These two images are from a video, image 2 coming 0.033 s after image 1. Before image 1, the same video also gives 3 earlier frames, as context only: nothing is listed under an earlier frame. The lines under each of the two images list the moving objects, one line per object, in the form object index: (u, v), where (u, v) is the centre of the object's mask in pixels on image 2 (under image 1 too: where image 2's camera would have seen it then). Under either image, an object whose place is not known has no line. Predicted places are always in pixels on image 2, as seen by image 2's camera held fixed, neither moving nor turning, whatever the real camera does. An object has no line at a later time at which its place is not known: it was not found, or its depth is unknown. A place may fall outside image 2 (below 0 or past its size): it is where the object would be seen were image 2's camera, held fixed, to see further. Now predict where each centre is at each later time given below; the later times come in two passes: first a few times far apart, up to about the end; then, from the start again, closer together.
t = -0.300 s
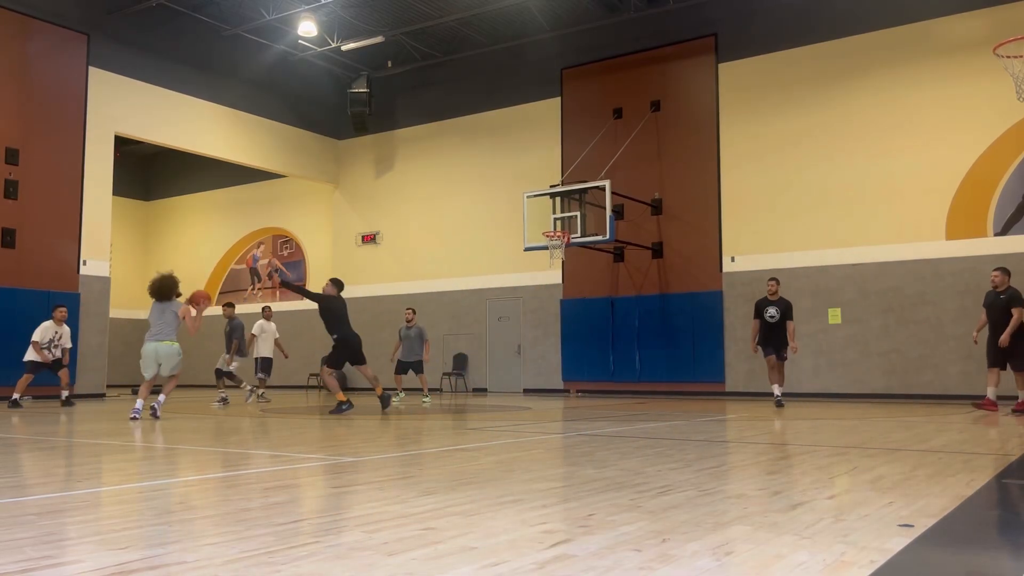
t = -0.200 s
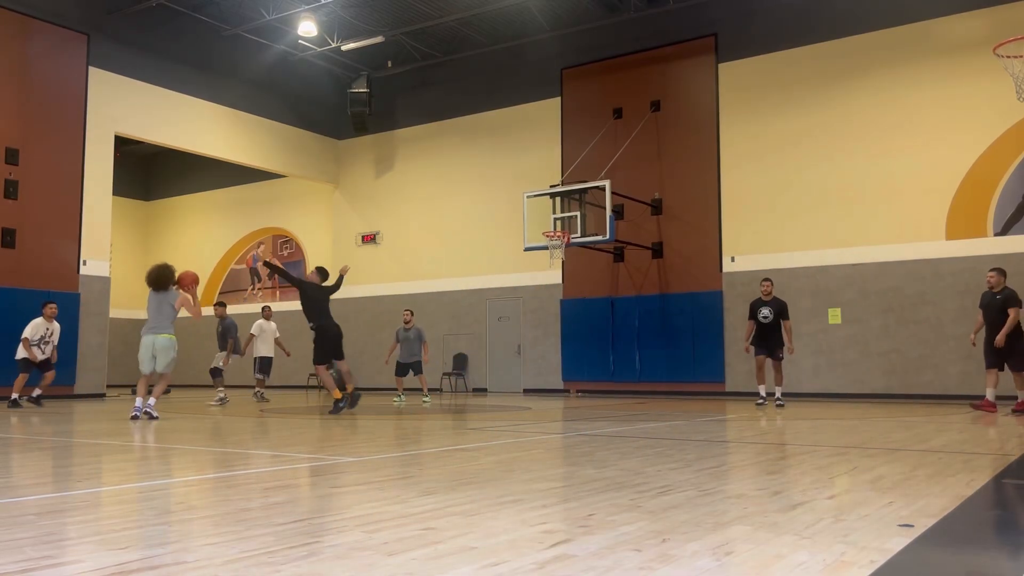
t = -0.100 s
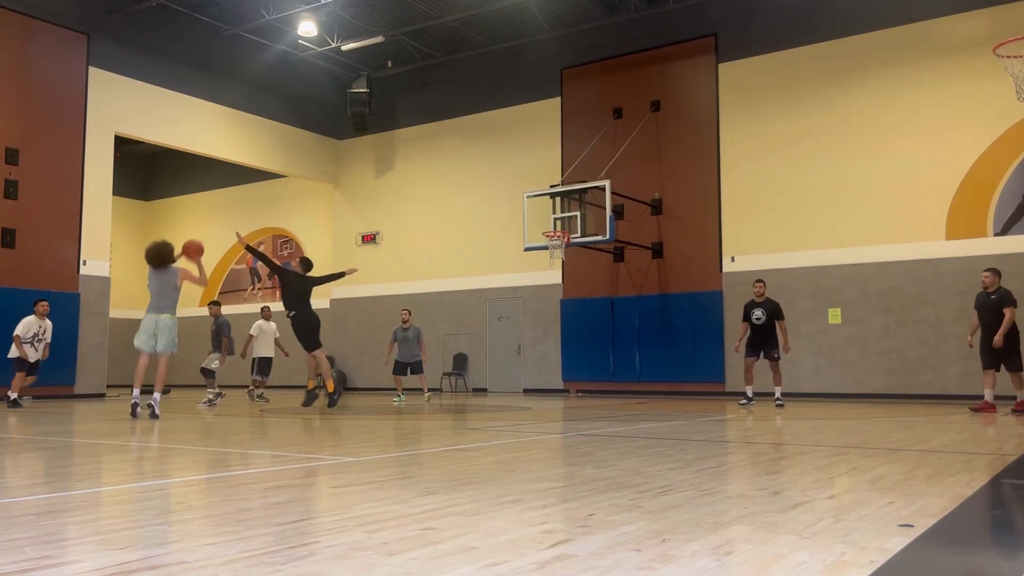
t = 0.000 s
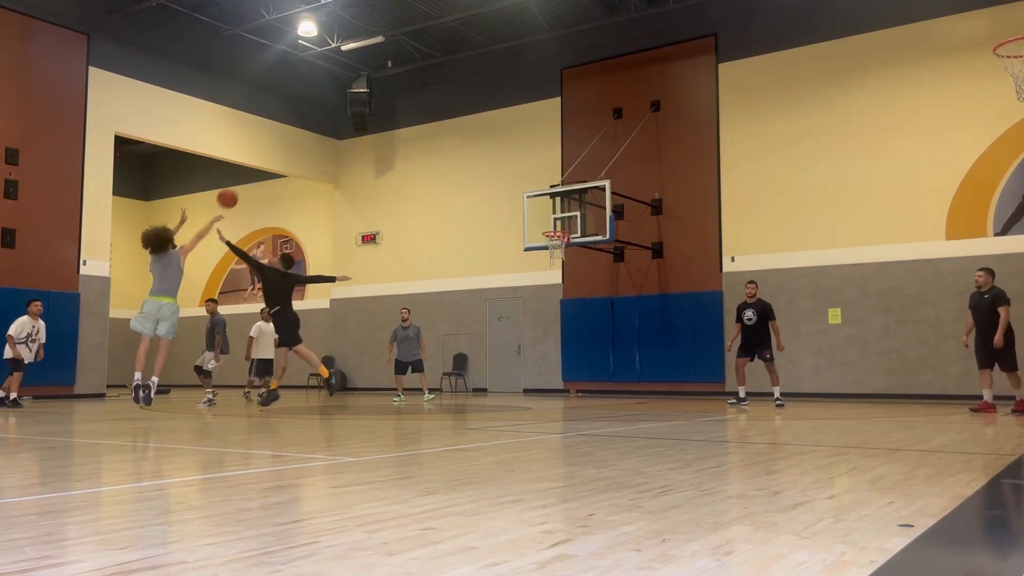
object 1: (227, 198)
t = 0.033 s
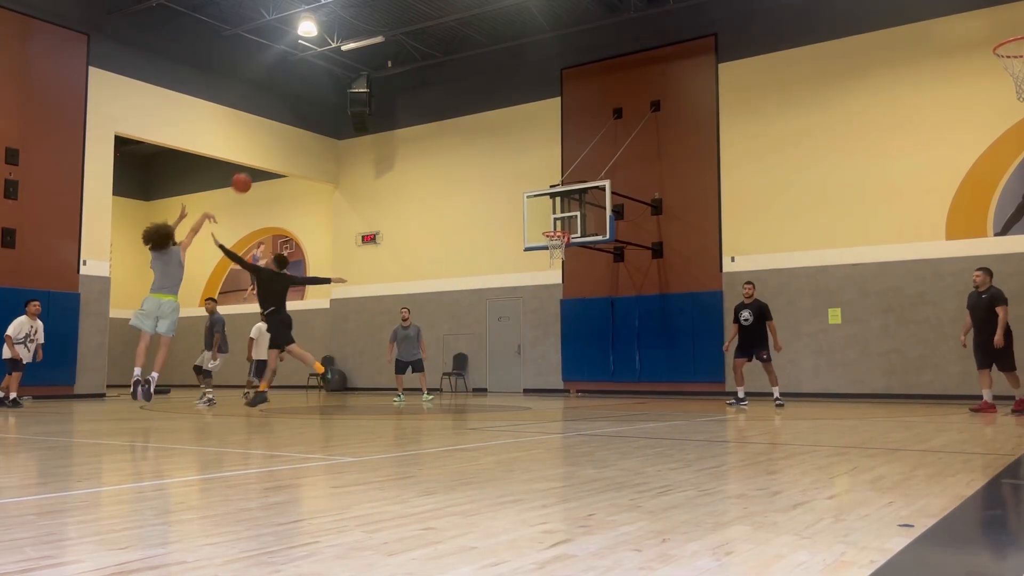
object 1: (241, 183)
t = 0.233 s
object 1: (316, 118)
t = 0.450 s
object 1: (381, 90)
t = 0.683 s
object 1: (439, 96)
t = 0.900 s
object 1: (485, 129)
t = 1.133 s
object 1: (528, 187)
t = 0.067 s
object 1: (254, 169)
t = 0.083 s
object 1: (261, 163)
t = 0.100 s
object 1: (268, 156)
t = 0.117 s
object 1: (274, 151)
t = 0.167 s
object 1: (292, 135)
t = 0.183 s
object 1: (298, 130)
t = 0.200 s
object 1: (304, 125)
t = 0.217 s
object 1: (310, 122)
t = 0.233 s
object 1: (316, 118)
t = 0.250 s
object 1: (321, 115)
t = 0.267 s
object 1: (326, 111)
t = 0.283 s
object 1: (332, 108)
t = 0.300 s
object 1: (337, 105)
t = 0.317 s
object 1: (342, 103)
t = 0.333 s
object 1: (347, 101)
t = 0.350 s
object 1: (352, 98)
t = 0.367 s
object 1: (357, 96)
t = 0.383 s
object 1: (363, 94)
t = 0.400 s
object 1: (367, 93)
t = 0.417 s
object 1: (372, 92)
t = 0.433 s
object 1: (377, 90)
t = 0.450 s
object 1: (381, 90)
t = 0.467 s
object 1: (386, 89)
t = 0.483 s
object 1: (390, 88)
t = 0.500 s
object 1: (395, 88)
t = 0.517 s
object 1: (399, 88)
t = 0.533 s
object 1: (403, 88)
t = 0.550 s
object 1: (408, 88)
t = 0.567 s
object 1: (412, 88)
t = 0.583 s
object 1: (416, 89)
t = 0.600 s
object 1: (420, 90)
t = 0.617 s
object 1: (424, 90)
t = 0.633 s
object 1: (428, 92)
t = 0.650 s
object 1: (432, 93)
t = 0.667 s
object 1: (436, 94)
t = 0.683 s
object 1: (439, 96)
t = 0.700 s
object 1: (443, 98)
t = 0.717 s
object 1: (447, 100)
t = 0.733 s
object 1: (451, 102)
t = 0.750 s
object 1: (455, 103)
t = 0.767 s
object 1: (458, 106)
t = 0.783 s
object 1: (461, 108)
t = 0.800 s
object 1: (465, 110)
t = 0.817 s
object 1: (468, 113)
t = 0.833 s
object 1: (472, 116)
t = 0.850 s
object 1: (475, 119)
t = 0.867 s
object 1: (479, 123)
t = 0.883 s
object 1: (482, 126)
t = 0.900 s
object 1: (485, 129)
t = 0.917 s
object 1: (489, 132)
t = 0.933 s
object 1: (492, 136)
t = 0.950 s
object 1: (495, 140)
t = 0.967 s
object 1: (498, 143)
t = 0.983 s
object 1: (501, 147)
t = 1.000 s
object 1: (504, 151)
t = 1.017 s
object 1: (507, 155)
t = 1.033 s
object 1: (510, 160)
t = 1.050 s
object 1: (513, 164)
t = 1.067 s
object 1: (516, 168)
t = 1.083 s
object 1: (519, 173)
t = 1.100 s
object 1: (522, 177)
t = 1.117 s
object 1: (525, 182)
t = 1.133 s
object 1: (528, 187)
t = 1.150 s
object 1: (530, 192)
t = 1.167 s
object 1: (533, 197)
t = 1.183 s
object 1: (536, 202)
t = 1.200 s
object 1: (539, 207)
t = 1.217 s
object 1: (541, 213)
